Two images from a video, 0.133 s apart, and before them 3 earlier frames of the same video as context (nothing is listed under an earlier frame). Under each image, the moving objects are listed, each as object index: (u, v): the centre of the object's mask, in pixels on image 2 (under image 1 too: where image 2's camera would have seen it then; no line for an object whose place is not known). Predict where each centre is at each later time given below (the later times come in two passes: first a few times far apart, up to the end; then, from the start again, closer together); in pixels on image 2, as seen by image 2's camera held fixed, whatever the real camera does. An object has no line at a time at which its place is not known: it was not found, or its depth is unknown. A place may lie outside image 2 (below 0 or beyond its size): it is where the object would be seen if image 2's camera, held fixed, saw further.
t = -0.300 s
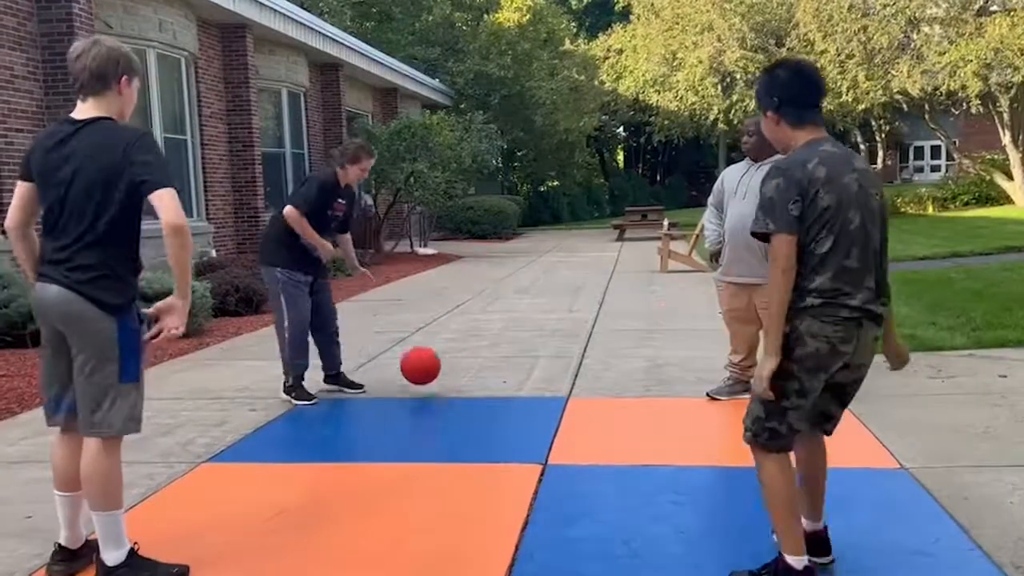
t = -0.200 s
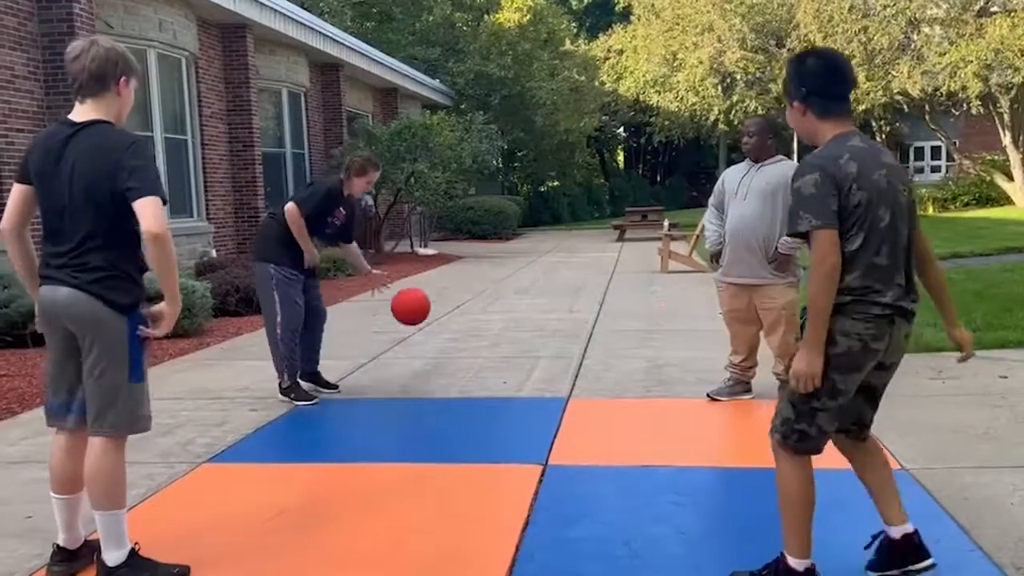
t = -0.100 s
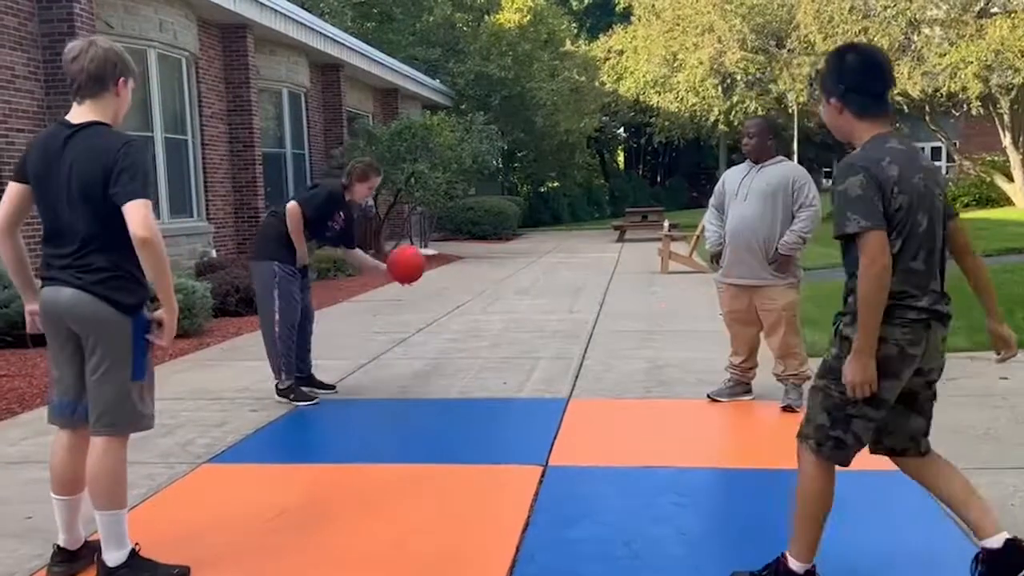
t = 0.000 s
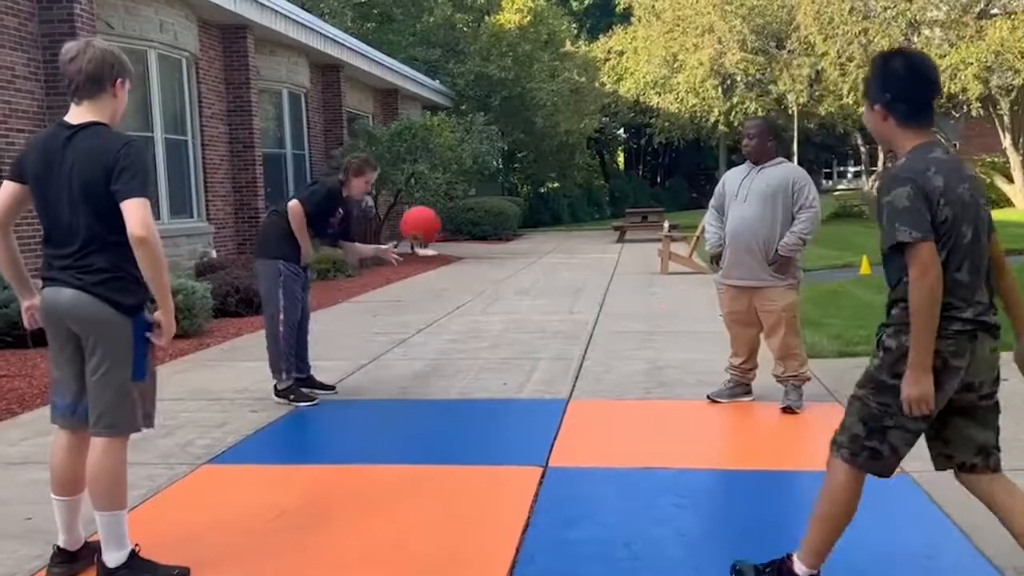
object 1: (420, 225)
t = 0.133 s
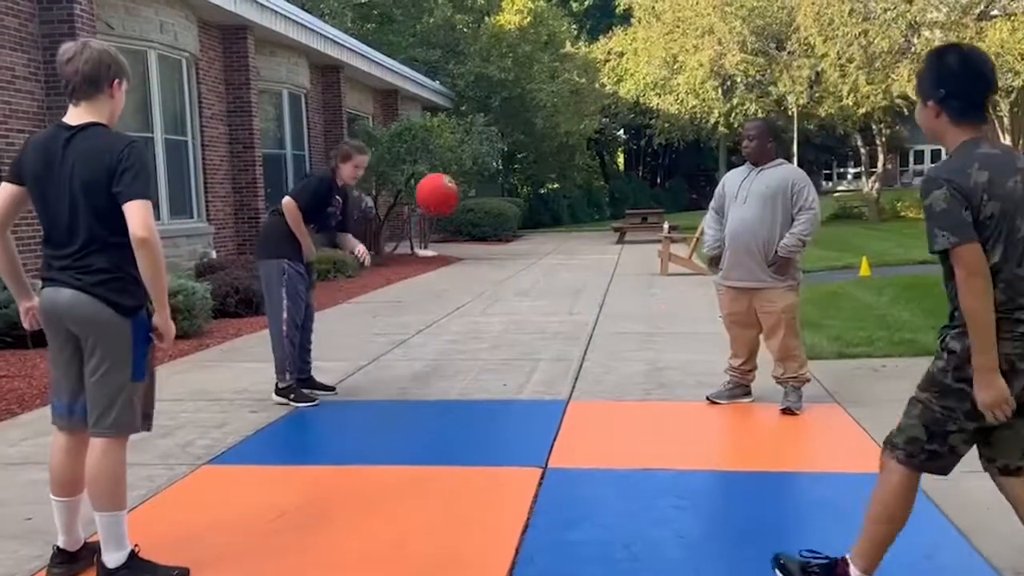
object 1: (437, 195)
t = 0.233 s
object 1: (451, 189)
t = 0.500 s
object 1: (500, 277)
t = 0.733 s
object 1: (551, 430)
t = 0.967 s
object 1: (598, 294)
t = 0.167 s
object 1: (441, 191)
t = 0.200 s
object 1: (446, 189)
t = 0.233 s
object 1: (451, 189)
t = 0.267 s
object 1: (456, 192)
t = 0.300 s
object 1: (462, 197)
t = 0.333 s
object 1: (467, 203)
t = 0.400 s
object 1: (480, 224)
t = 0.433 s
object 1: (487, 239)
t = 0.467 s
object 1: (493, 256)
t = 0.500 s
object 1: (500, 277)
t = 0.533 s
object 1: (507, 299)
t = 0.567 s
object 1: (515, 325)
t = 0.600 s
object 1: (522, 354)
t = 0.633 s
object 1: (529, 385)
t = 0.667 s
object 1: (538, 420)
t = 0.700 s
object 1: (546, 454)
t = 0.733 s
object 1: (551, 430)
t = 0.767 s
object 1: (557, 403)
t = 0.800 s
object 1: (563, 380)
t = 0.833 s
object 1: (569, 358)
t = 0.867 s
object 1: (576, 339)
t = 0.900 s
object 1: (583, 321)
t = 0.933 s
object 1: (590, 306)
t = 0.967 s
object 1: (598, 294)
